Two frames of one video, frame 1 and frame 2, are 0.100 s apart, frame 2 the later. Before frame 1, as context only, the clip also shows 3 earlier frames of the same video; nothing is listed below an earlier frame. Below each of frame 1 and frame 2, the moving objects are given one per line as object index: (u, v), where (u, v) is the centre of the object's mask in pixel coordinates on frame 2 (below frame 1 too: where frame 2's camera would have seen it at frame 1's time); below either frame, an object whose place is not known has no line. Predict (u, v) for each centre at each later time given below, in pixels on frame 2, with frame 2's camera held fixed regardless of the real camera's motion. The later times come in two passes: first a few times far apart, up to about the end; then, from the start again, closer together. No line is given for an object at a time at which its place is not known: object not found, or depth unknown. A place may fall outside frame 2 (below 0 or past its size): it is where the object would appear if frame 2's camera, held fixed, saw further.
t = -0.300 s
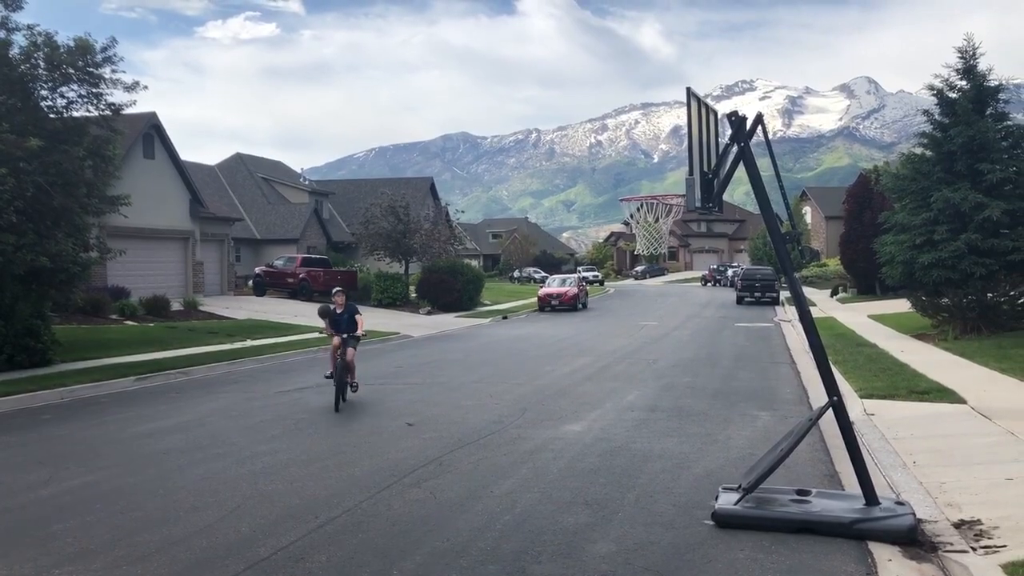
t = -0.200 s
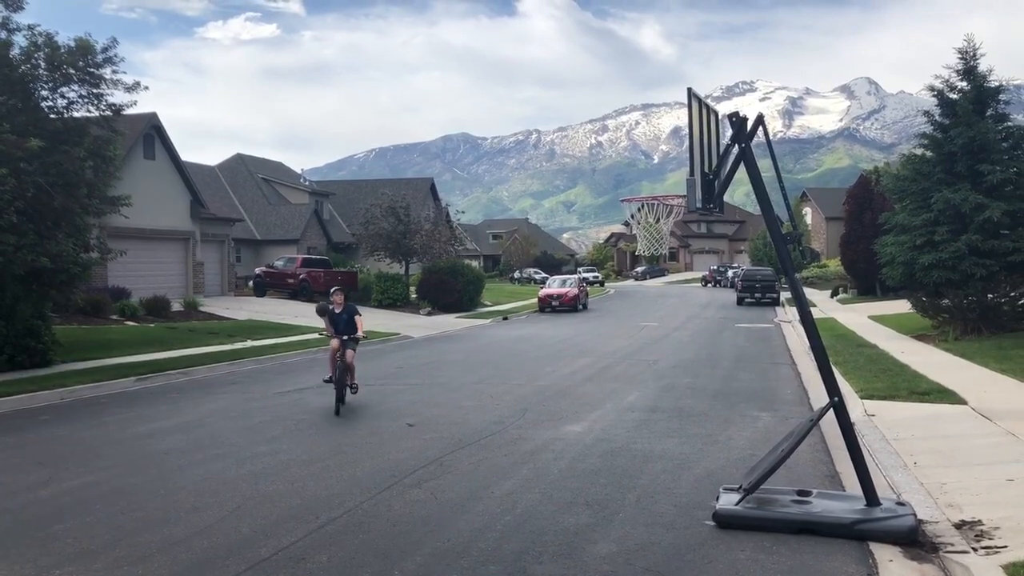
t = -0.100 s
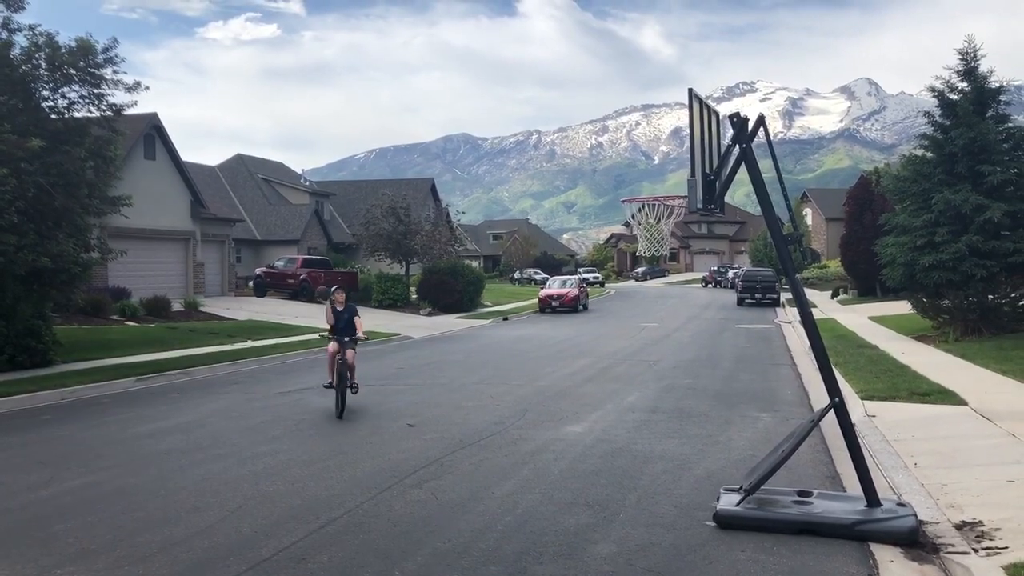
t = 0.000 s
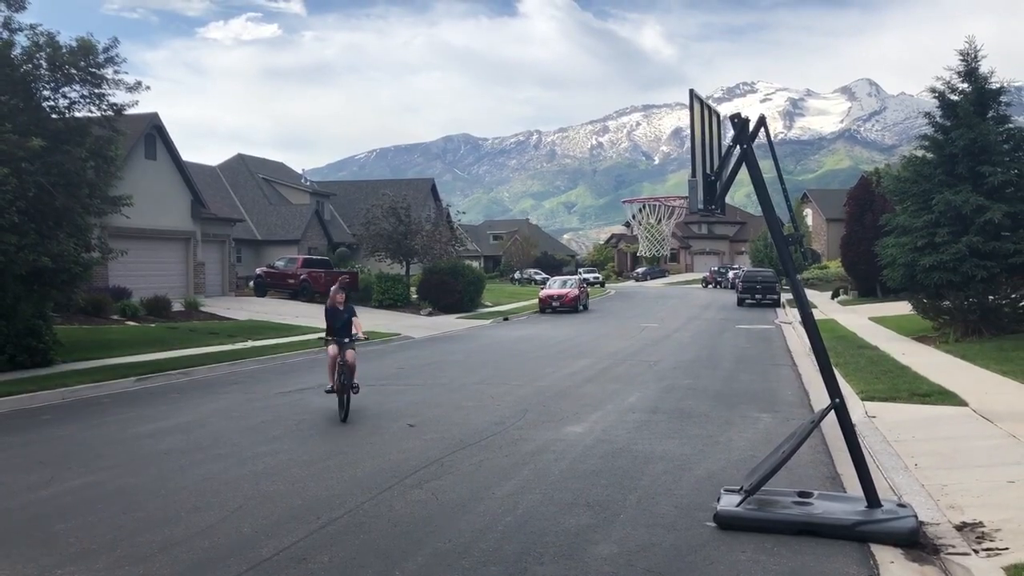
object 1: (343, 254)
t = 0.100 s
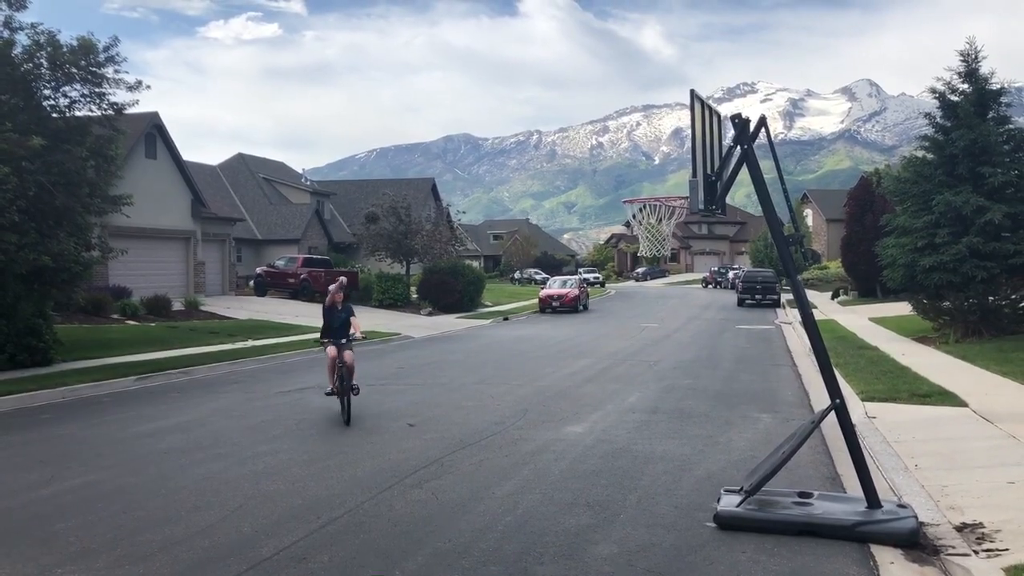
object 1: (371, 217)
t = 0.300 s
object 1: (439, 155)
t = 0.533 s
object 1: (536, 123)
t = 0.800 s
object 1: (682, 161)
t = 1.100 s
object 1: (648, 244)
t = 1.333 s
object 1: (680, 285)
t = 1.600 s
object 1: (715, 411)
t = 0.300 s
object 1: (439, 155)
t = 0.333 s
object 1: (452, 147)
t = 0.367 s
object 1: (464, 141)
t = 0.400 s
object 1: (478, 135)
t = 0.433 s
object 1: (491, 130)
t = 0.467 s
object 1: (506, 127)
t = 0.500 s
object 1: (520, 124)
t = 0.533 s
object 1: (536, 123)
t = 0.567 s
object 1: (552, 122)
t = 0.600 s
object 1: (568, 124)
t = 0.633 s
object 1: (586, 126)
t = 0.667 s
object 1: (604, 130)
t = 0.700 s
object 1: (623, 135)
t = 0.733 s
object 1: (642, 142)
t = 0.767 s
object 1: (663, 151)
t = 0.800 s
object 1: (682, 161)
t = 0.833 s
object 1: (686, 171)
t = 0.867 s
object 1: (673, 184)
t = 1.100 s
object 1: (648, 244)
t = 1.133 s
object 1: (652, 245)
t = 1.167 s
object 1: (656, 248)
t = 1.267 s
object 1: (672, 265)
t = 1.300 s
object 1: (677, 274)
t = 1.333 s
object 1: (680, 285)
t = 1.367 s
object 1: (684, 297)
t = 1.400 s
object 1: (689, 309)
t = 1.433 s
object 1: (693, 323)
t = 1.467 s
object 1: (697, 338)
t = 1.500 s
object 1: (702, 355)
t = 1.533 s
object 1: (706, 373)
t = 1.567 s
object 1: (710, 391)
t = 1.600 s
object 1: (715, 411)
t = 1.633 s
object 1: (719, 433)
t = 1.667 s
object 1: (723, 455)
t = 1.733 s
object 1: (731, 465)
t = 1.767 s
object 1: (734, 448)
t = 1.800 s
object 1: (738, 433)
